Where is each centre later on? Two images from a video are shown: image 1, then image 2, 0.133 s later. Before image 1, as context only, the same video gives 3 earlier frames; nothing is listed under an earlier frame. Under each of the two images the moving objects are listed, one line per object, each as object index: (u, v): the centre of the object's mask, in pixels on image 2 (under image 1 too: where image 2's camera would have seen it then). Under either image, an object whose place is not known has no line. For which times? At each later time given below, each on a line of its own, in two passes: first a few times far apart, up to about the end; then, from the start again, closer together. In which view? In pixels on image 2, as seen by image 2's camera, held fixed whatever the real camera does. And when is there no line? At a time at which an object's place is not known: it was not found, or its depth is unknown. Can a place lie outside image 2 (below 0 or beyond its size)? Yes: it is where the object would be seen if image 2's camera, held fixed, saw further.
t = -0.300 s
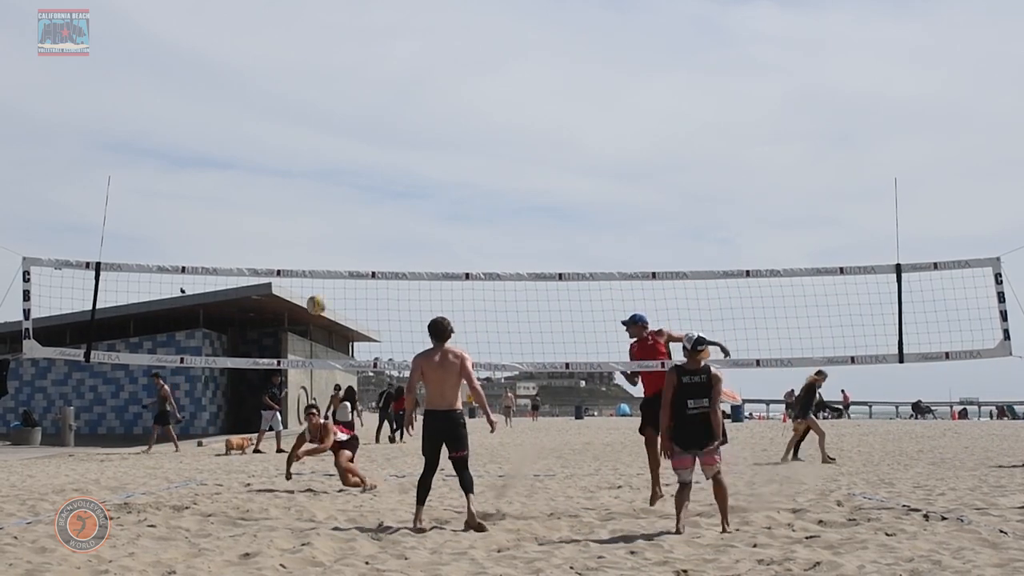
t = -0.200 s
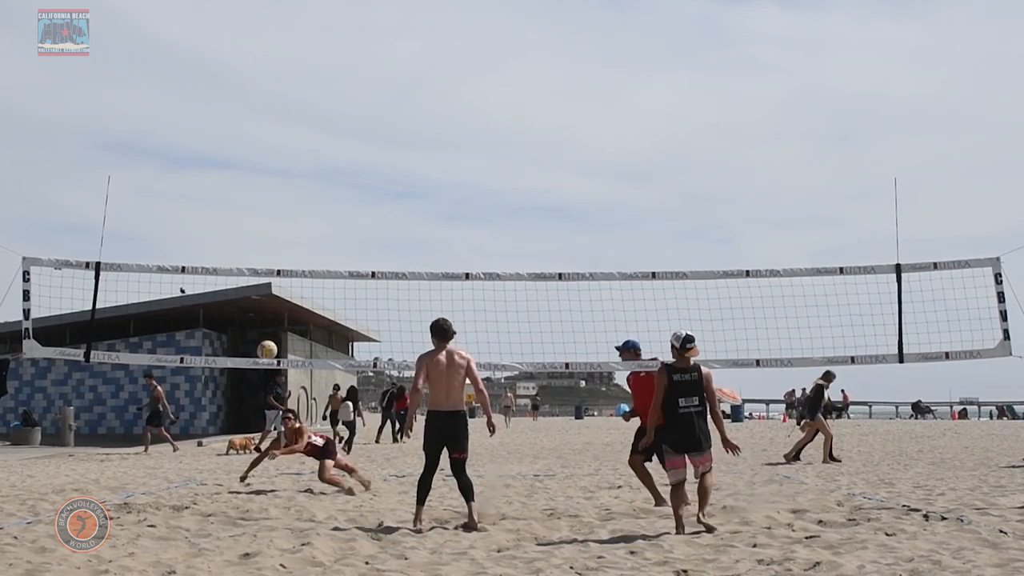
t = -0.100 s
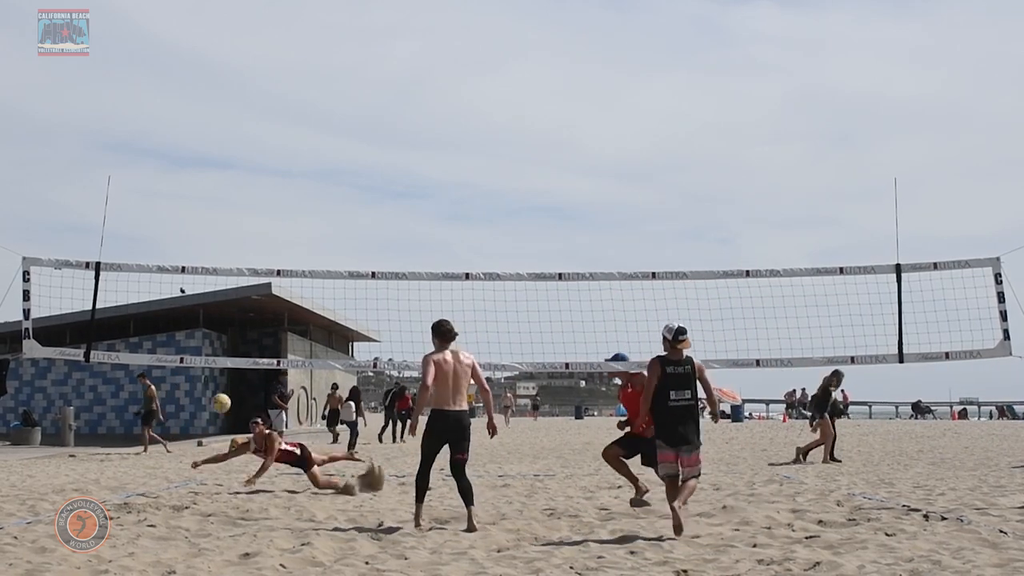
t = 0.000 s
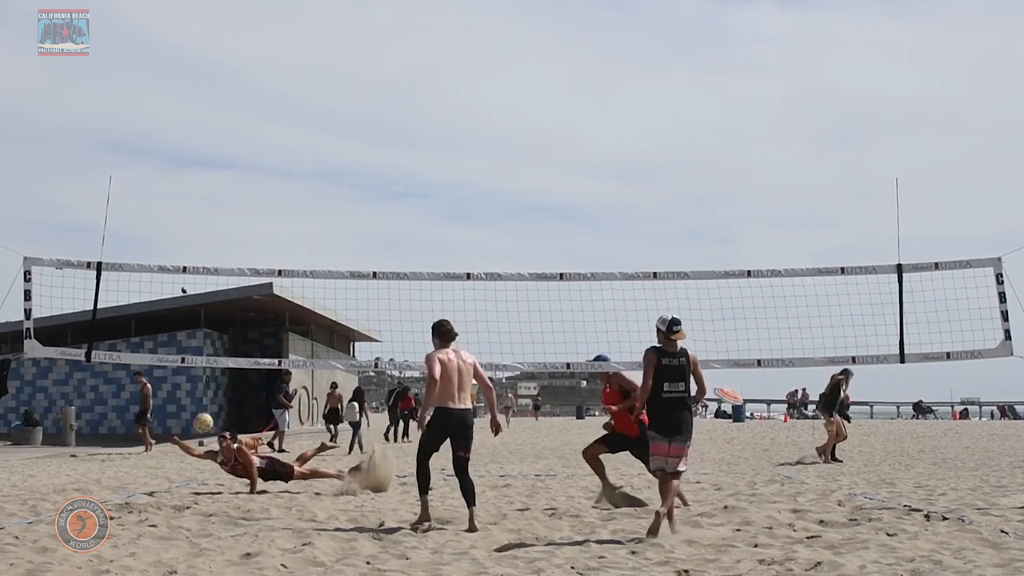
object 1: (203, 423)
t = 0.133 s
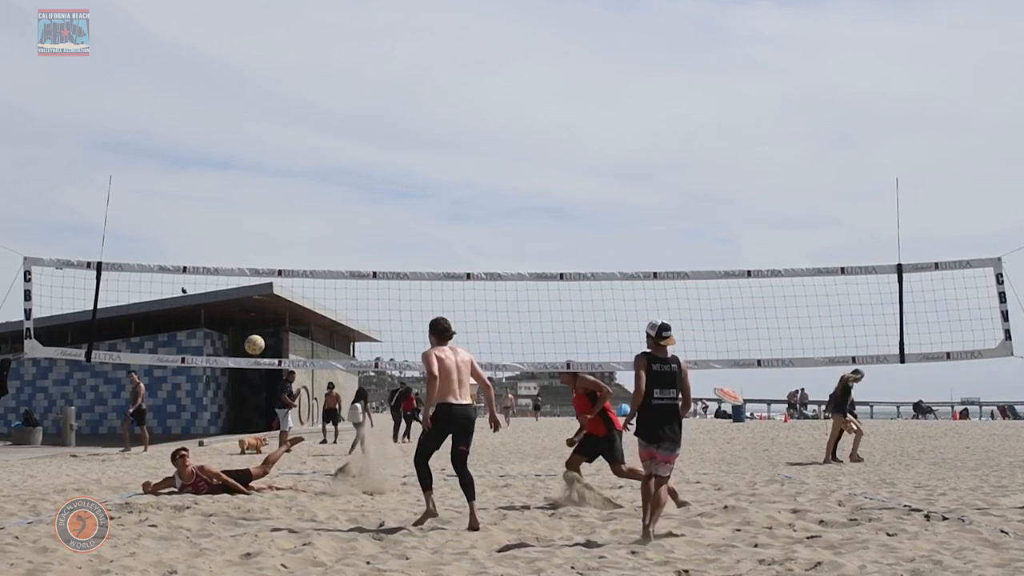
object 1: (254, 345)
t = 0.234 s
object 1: (294, 295)
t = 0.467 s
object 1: (388, 211)
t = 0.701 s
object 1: (485, 175)
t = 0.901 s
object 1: (572, 186)
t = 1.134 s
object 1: (677, 252)
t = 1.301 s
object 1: (756, 337)
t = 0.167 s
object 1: (267, 327)
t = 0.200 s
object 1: (280, 311)
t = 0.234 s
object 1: (294, 295)
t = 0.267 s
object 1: (306, 283)
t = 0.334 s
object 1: (334, 253)
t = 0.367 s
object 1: (347, 241)
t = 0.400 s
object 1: (360, 230)
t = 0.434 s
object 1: (374, 220)
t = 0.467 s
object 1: (388, 211)
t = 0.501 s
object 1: (401, 203)
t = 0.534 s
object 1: (415, 196)
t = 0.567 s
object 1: (429, 190)
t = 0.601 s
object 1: (443, 185)
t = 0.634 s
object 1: (457, 181)
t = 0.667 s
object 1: (471, 178)
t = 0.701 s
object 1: (485, 175)
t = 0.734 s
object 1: (500, 174)
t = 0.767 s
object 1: (514, 175)
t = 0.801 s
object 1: (528, 176)
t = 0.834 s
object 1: (542, 178)
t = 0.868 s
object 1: (557, 182)
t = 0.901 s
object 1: (572, 186)
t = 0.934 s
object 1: (587, 192)
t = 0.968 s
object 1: (602, 199)
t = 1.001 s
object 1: (616, 207)
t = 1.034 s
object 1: (631, 216)
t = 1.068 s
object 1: (646, 227)
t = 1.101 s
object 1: (662, 239)
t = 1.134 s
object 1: (677, 252)
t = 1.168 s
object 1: (692, 267)
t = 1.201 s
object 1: (708, 282)
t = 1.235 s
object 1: (724, 299)
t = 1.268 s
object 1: (740, 318)
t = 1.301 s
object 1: (756, 337)
